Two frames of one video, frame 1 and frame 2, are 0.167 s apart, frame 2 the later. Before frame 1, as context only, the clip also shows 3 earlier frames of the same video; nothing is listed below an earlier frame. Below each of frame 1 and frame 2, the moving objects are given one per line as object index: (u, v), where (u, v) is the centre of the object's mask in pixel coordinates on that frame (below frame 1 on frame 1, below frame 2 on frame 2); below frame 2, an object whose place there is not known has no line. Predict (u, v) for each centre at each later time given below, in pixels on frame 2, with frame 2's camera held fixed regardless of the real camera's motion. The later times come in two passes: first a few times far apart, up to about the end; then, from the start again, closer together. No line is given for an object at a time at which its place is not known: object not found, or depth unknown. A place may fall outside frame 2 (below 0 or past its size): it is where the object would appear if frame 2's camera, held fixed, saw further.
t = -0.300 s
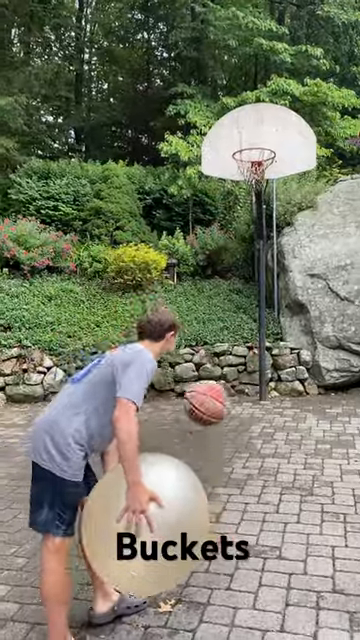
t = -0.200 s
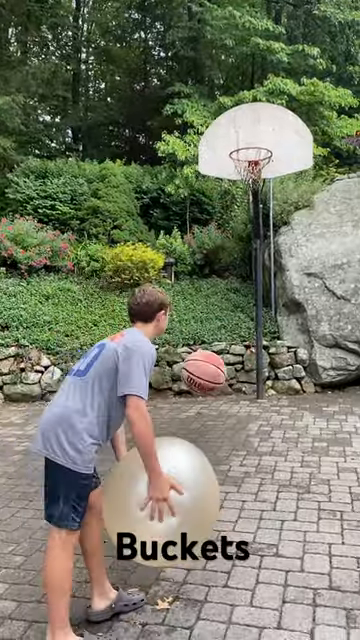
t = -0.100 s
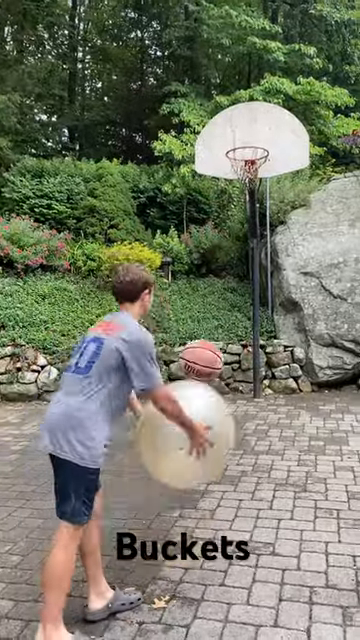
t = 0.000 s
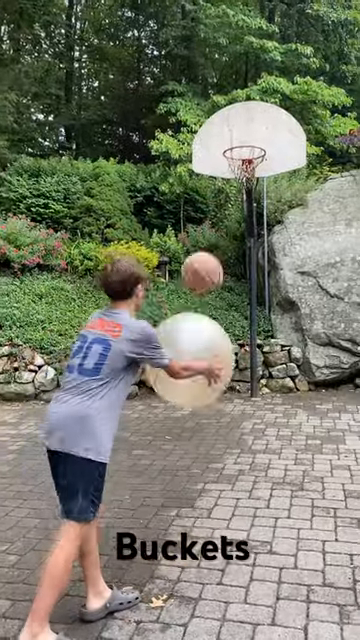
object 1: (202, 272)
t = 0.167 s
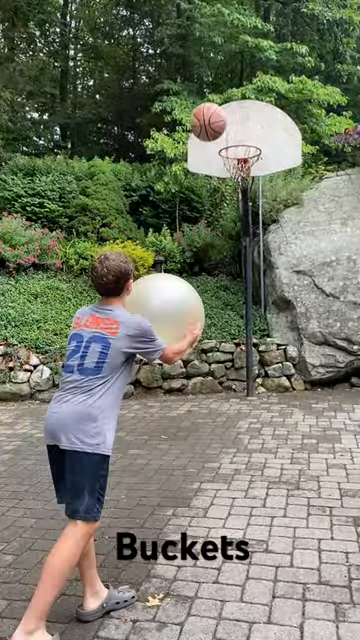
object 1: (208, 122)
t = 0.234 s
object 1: (211, 84)
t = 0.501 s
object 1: (224, 23)
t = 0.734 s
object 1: (235, 43)
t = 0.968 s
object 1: (244, 110)
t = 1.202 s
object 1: (231, 177)
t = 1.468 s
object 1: (221, 193)
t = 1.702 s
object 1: (216, 261)
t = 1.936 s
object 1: (211, 376)
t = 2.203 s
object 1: (213, 348)
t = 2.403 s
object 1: (217, 310)
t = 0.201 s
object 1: (210, 101)
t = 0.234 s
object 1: (211, 84)
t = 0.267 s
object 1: (213, 70)
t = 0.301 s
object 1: (215, 57)
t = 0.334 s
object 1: (217, 47)
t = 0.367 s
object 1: (218, 38)
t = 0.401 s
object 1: (220, 33)
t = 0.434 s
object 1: (221, 27)
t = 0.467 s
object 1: (223, 24)
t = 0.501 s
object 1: (224, 23)
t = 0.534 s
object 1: (226, 22)
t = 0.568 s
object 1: (227, 21)
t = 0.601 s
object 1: (230, 22)
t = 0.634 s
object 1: (231, 24)
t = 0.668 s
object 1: (232, 31)
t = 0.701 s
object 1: (233, 38)
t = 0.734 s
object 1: (235, 43)
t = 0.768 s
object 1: (236, 51)
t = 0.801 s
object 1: (238, 59)
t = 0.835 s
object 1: (239, 68)
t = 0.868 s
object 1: (240, 76)
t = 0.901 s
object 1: (241, 87)
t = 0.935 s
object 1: (243, 97)
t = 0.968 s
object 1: (244, 110)
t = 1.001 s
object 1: (244, 123)
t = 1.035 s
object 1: (245, 135)
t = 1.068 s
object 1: (246, 149)
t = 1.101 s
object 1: (246, 159)
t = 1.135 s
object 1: (242, 167)
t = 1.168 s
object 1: (236, 172)
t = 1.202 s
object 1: (231, 177)
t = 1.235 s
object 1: (228, 178)
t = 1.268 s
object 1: (227, 180)
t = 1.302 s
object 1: (226, 179)
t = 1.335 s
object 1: (224, 180)
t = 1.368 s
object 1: (224, 182)
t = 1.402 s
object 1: (223, 185)
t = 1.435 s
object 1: (222, 190)
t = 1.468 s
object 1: (221, 193)
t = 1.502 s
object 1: (221, 200)
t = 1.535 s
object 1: (220, 207)
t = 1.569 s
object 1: (219, 216)
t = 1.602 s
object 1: (218, 225)
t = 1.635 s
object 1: (217, 236)
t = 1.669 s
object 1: (216, 247)
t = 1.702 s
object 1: (216, 261)
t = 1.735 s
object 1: (215, 273)
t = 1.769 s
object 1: (215, 288)
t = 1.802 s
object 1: (214, 304)
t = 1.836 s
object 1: (214, 320)
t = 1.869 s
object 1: (212, 338)
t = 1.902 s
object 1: (212, 356)
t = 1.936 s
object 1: (211, 376)
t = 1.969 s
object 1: (211, 397)
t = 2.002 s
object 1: (210, 419)
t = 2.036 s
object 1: (210, 407)
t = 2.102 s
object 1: (212, 381)
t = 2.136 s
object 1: (213, 369)
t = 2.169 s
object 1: (213, 357)
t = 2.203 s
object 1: (213, 348)
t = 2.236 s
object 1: (213, 339)
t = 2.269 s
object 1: (215, 331)
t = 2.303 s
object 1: (216, 324)
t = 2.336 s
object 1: (216, 318)
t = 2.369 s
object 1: (217, 314)
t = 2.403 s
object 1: (217, 310)
